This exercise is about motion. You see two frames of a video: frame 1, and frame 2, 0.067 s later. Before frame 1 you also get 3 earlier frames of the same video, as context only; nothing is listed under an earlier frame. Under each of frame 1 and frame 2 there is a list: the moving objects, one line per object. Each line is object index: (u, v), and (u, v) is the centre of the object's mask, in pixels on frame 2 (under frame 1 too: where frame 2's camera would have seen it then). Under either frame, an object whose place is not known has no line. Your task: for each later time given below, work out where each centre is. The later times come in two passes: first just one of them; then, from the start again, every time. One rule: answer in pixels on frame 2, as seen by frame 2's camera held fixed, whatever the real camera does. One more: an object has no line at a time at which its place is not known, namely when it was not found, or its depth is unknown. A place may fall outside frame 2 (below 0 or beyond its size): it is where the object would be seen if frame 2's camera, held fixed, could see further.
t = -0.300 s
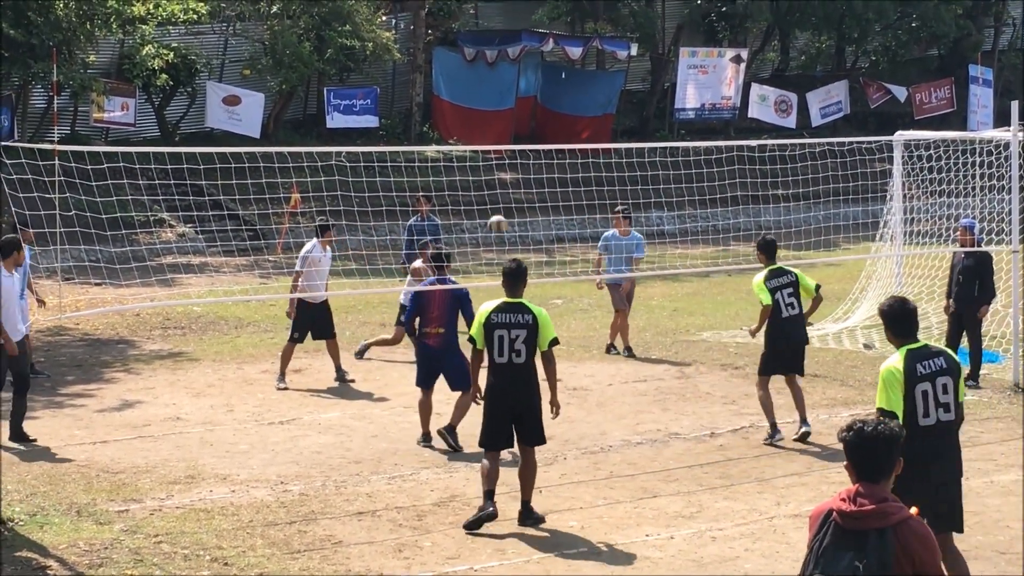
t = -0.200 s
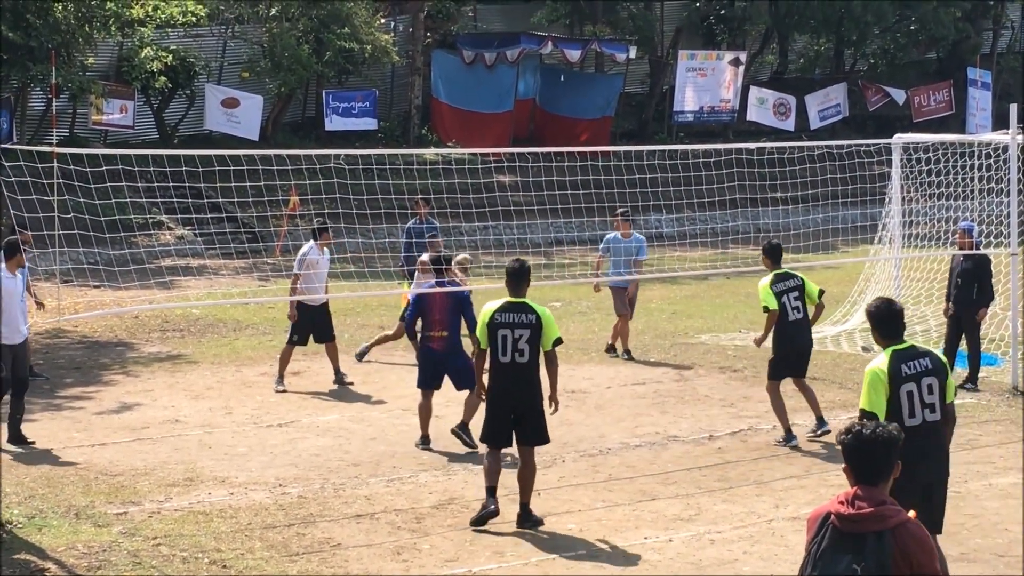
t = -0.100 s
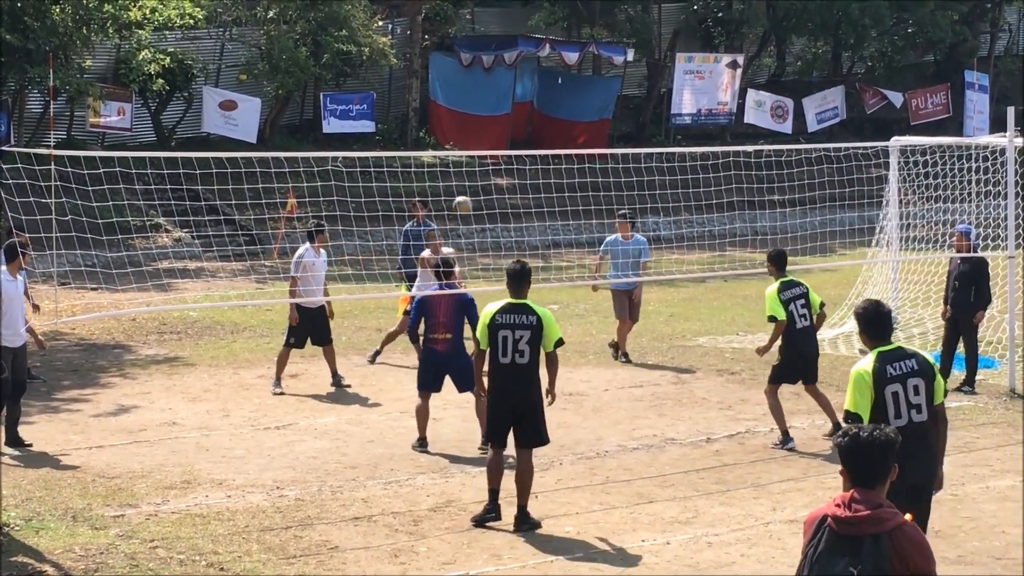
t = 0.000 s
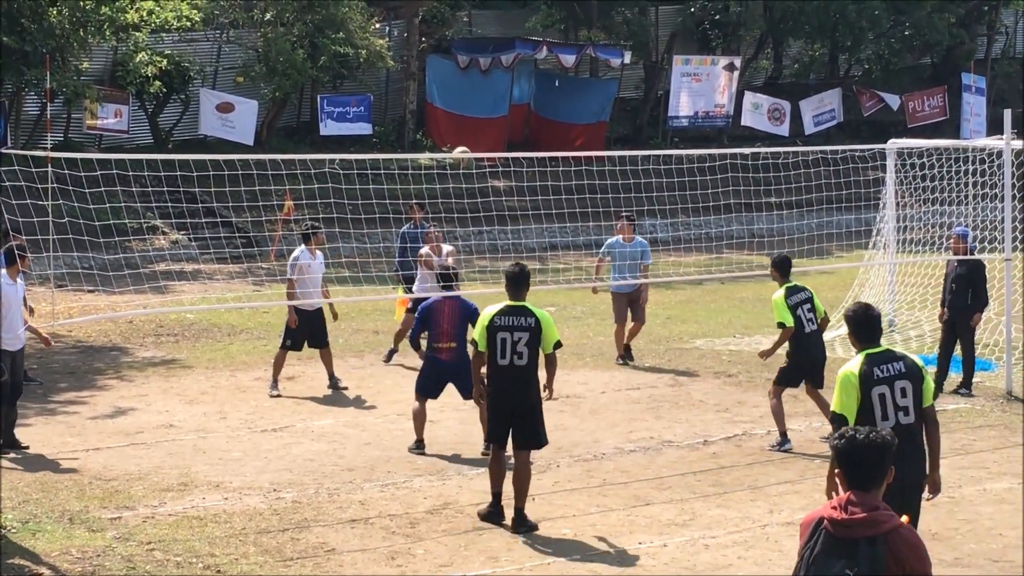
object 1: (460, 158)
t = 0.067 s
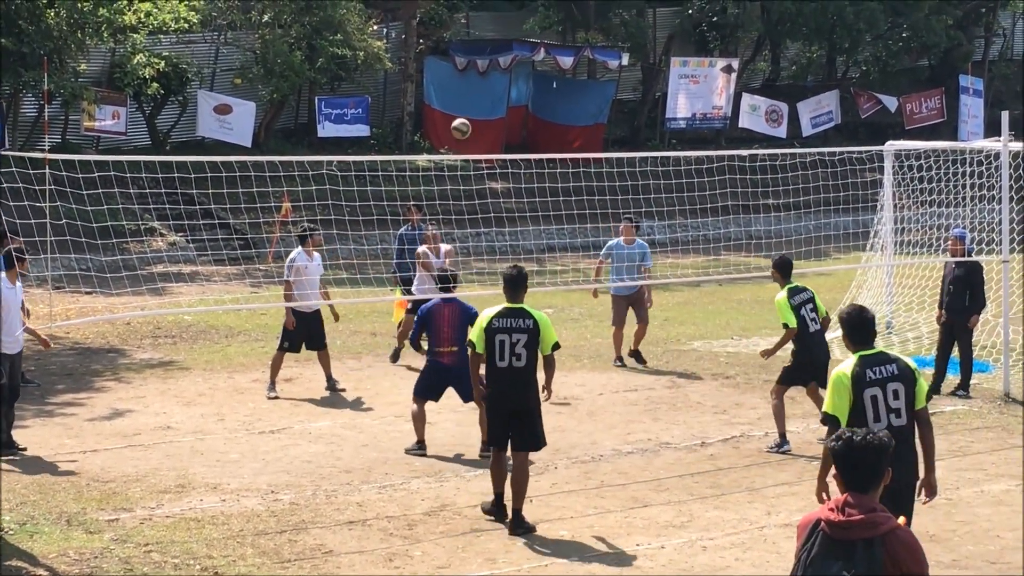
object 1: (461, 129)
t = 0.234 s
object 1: (463, 71)
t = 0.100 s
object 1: (461, 115)
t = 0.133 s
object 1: (462, 103)
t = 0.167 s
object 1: (462, 91)
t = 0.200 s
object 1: (463, 81)
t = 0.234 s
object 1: (463, 71)
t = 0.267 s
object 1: (464, 63)
